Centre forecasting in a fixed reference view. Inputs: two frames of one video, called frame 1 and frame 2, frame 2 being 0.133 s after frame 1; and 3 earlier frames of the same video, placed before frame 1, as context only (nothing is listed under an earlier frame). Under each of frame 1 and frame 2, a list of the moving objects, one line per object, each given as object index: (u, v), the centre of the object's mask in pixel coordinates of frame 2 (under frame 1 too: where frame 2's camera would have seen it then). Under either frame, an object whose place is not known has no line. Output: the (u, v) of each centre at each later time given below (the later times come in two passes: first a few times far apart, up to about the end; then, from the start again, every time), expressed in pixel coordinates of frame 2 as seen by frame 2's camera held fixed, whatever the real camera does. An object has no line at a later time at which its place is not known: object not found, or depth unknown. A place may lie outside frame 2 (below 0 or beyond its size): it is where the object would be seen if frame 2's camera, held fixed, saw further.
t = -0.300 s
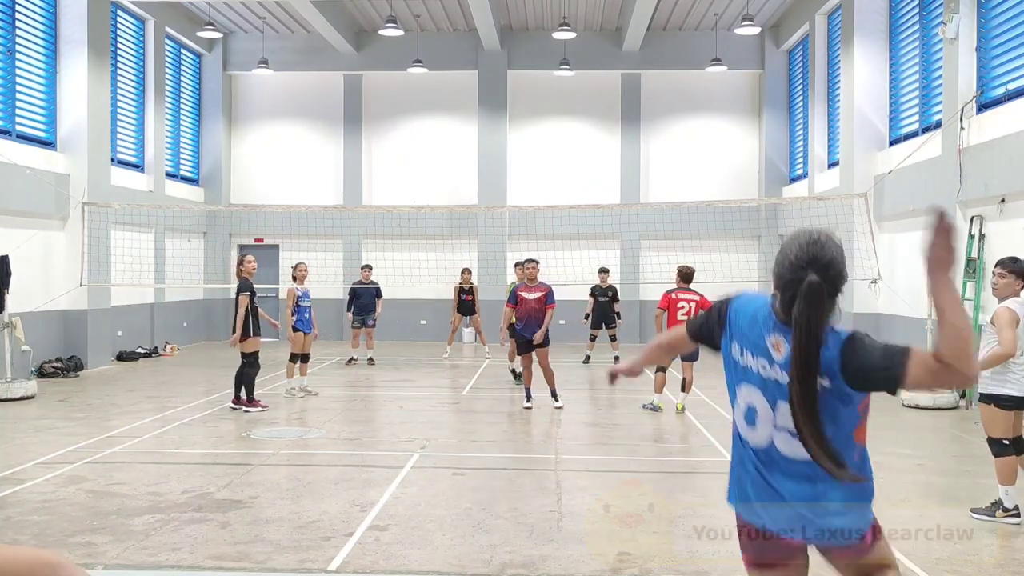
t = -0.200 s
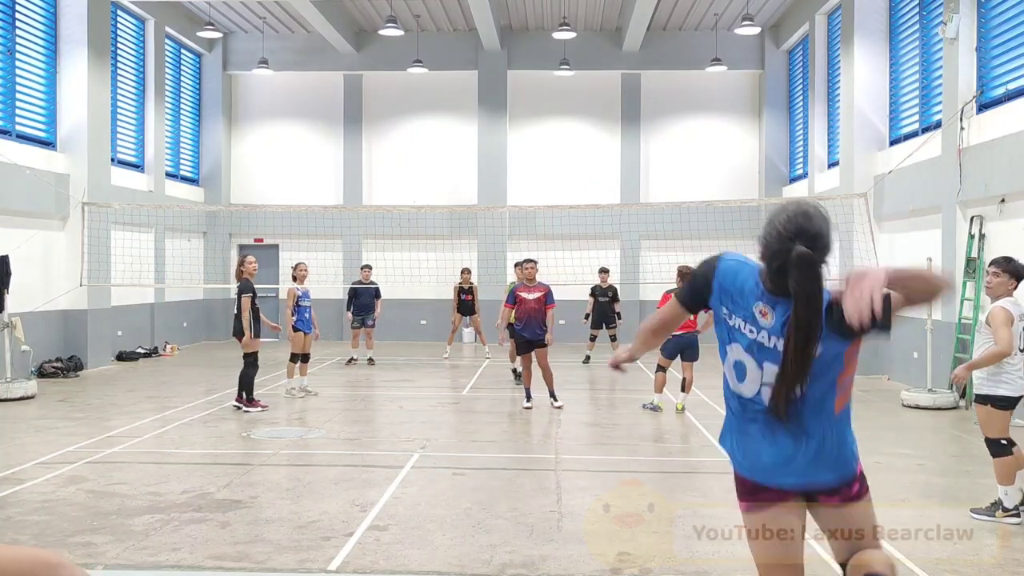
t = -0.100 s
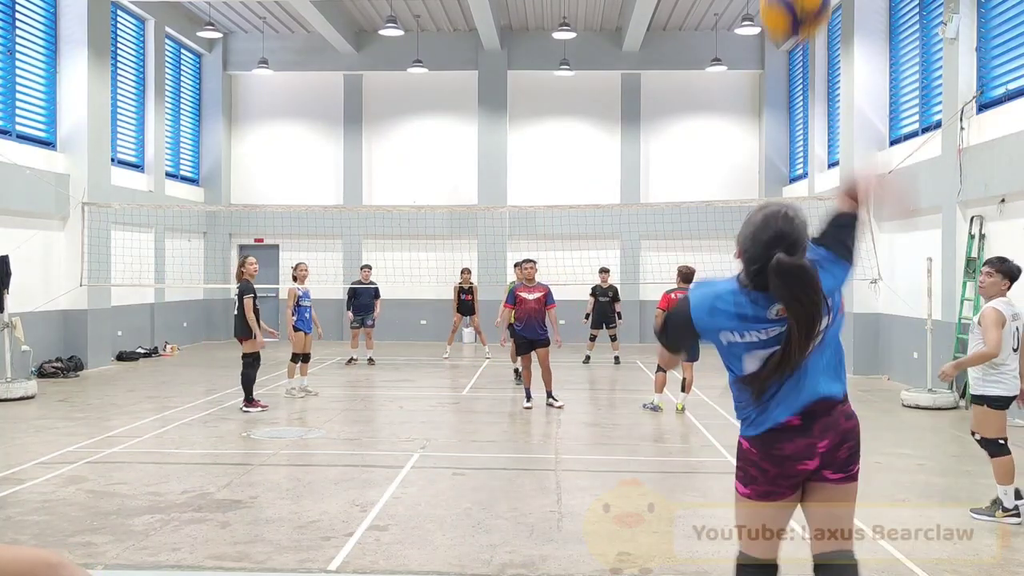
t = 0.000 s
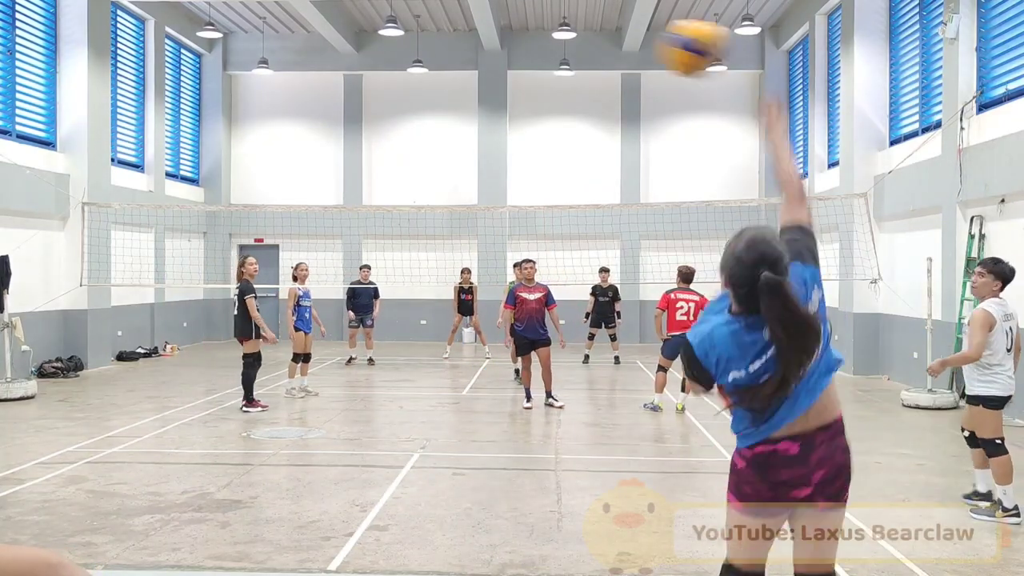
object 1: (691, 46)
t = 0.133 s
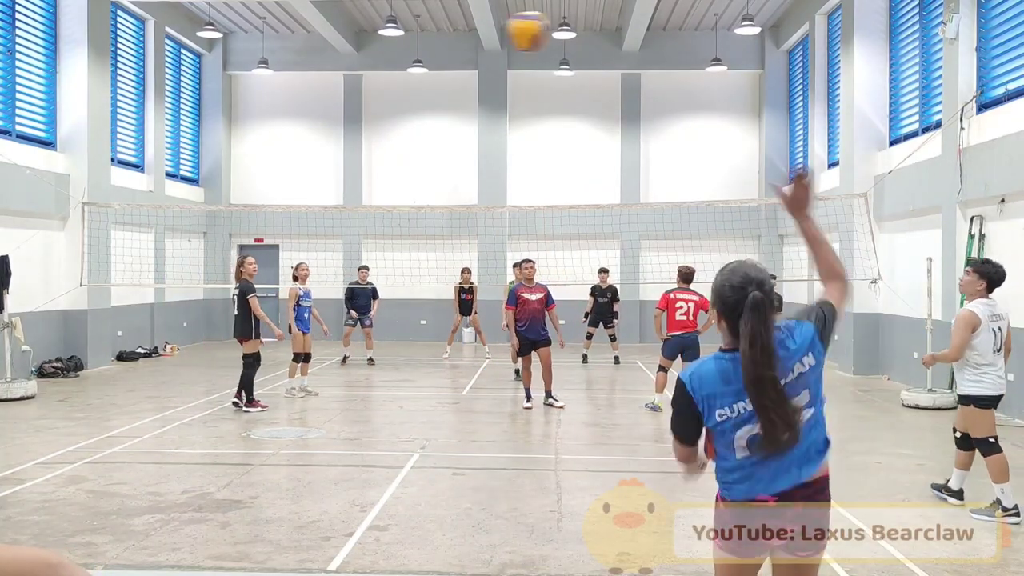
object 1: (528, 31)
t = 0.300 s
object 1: (426, 51)
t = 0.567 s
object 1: (344, 128)
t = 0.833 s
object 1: (300, 218)
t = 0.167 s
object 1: (503, 32)
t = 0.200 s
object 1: (479, 35)
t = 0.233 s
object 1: (458, 40)
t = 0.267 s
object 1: (441, 45)
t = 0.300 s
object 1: (426, 51)
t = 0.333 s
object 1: (412, 59)
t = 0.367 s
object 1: (398, 66)
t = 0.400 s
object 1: (387, 76)
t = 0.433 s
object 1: (375, 87)
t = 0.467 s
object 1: (366, 97)
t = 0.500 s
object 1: (358, 106)
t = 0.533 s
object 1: (351, 116)
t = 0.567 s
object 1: (344, 128)
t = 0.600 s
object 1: (337, 139)
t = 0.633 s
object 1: (331, 151)
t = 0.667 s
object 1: (325, 162)
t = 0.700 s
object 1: (319, 173)
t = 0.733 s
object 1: (314, 184)
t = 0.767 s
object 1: (309, 195)
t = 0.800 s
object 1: (304, 203)
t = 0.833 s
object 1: (300, 218)
